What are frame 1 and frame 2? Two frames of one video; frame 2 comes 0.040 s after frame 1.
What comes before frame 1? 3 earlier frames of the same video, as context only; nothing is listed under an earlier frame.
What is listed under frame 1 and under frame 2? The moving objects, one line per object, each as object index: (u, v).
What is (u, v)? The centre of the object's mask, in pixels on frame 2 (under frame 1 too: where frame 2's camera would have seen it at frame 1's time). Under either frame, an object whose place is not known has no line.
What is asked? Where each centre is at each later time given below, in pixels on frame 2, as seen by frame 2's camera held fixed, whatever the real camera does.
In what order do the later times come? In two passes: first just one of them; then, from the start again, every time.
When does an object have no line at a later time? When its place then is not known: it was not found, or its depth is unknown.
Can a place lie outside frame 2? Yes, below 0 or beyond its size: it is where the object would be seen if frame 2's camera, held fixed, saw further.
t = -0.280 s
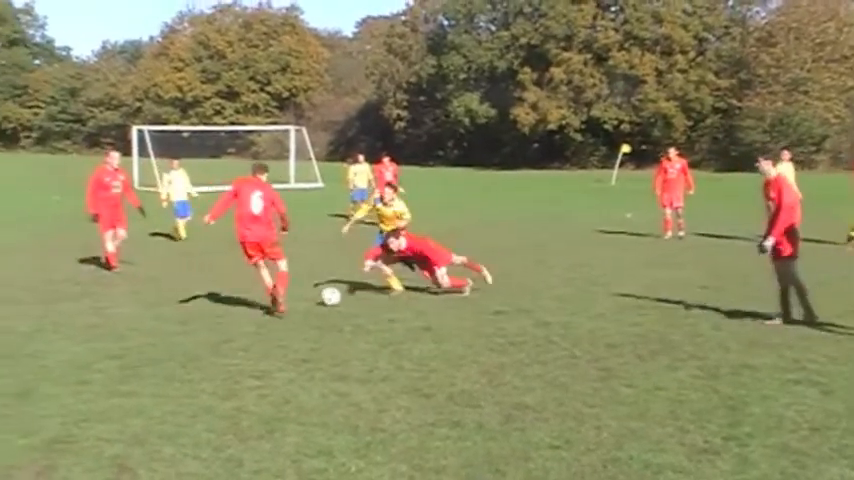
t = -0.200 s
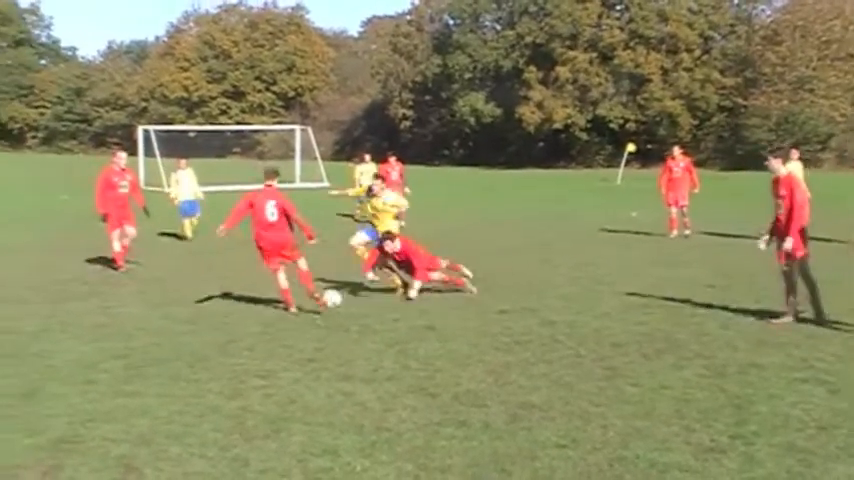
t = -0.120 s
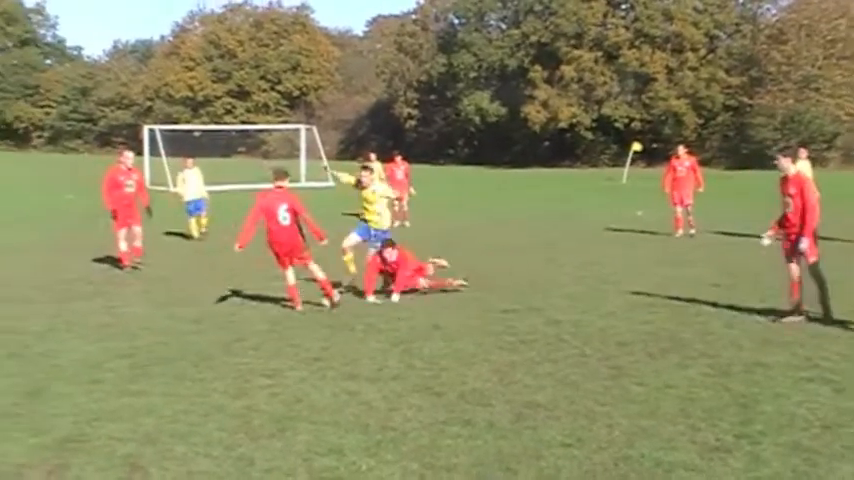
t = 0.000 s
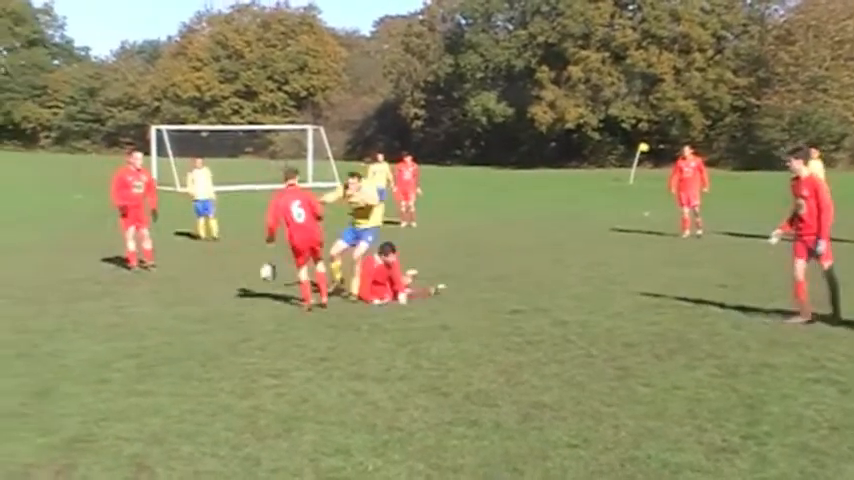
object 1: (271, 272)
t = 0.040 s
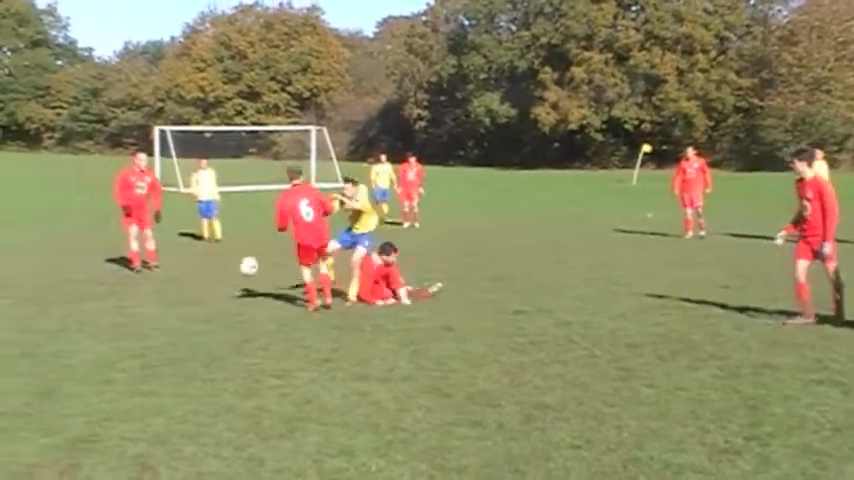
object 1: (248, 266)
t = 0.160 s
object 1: (184, 256)
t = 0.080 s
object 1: (227, 261)
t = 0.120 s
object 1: (205, 258)
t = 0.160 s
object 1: (184, 256)
